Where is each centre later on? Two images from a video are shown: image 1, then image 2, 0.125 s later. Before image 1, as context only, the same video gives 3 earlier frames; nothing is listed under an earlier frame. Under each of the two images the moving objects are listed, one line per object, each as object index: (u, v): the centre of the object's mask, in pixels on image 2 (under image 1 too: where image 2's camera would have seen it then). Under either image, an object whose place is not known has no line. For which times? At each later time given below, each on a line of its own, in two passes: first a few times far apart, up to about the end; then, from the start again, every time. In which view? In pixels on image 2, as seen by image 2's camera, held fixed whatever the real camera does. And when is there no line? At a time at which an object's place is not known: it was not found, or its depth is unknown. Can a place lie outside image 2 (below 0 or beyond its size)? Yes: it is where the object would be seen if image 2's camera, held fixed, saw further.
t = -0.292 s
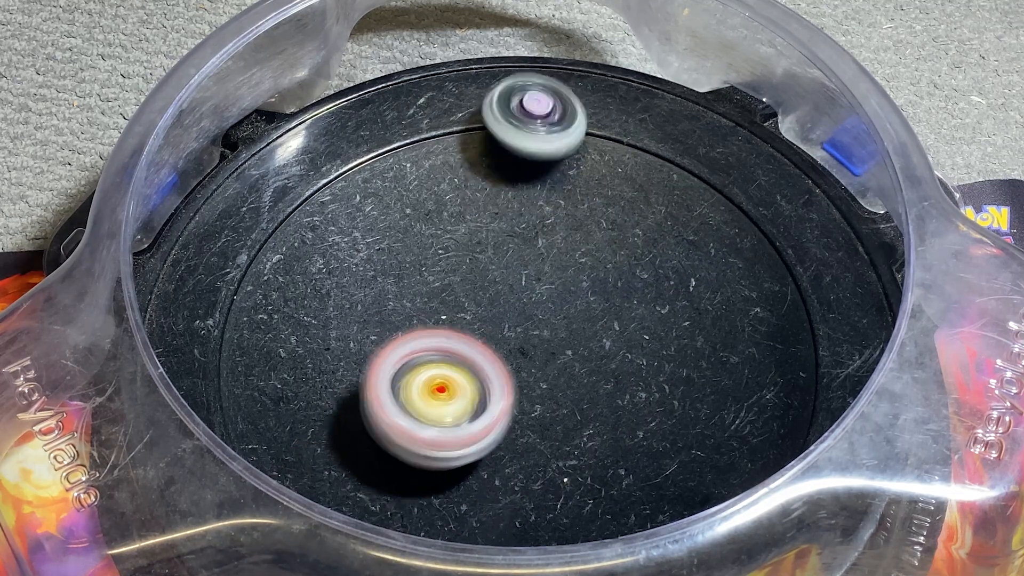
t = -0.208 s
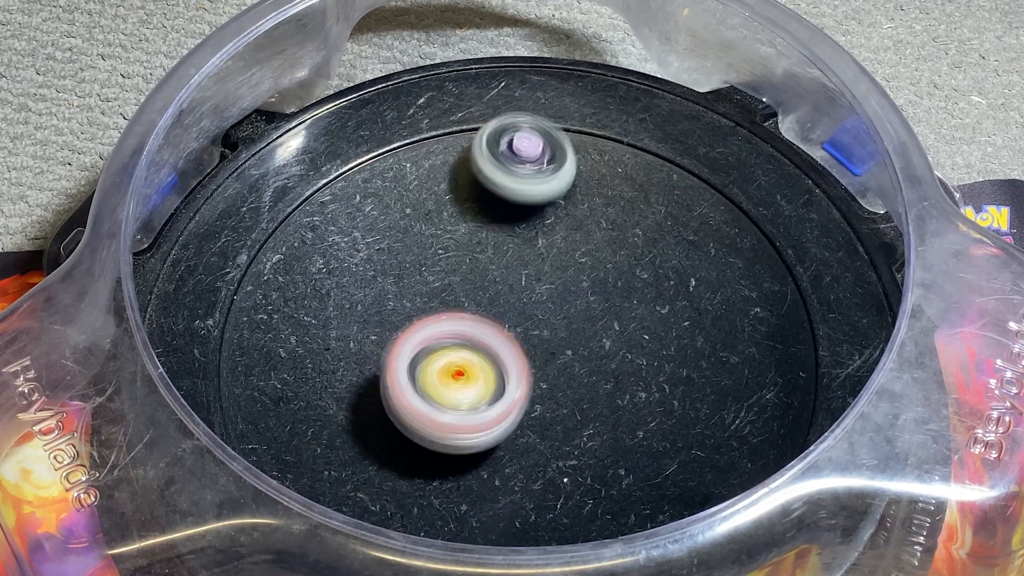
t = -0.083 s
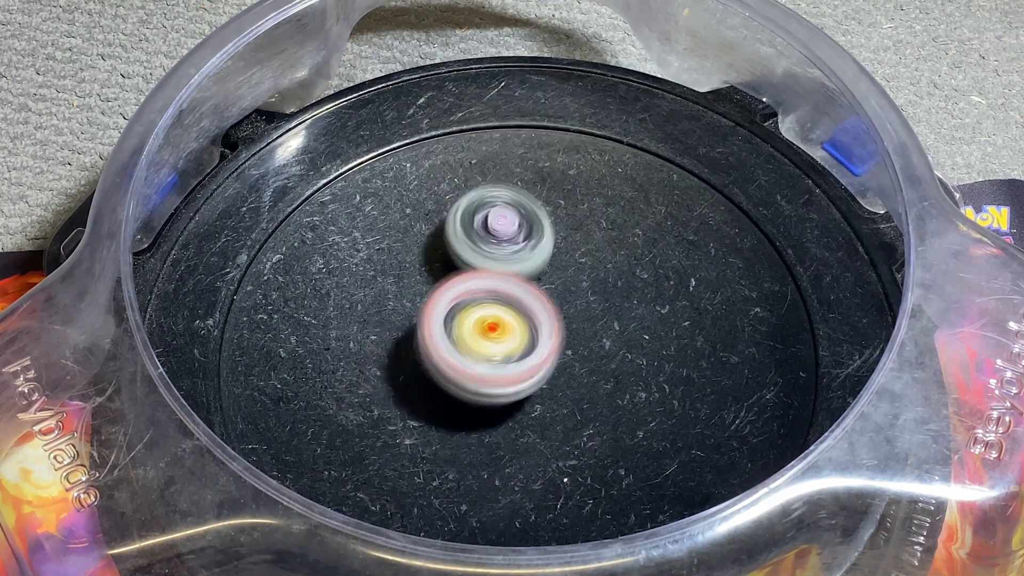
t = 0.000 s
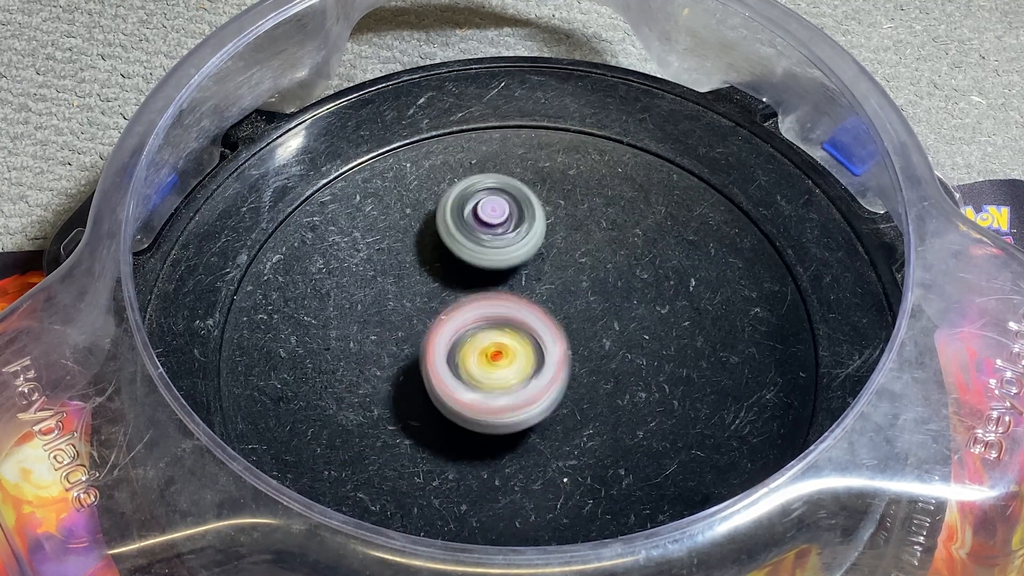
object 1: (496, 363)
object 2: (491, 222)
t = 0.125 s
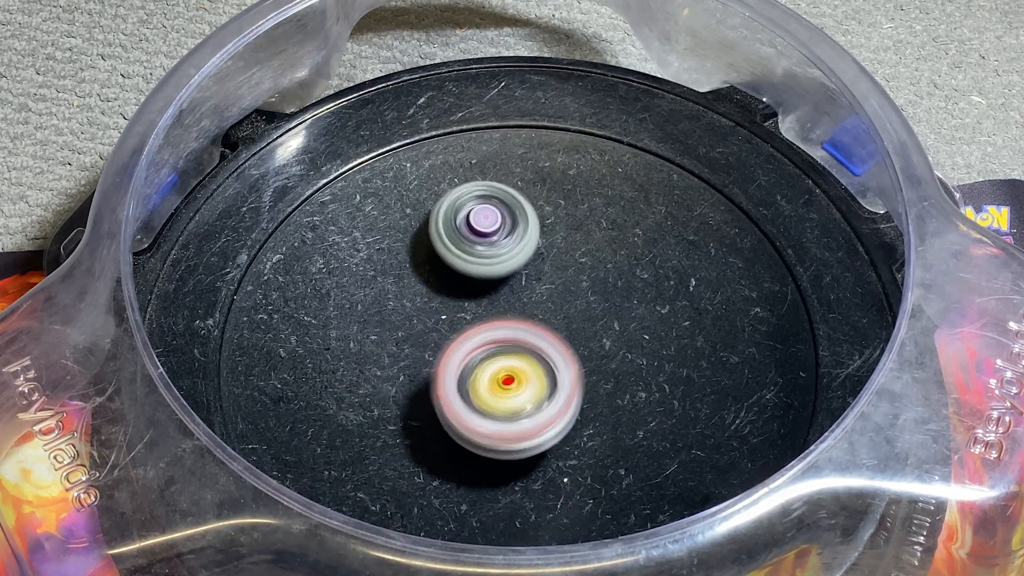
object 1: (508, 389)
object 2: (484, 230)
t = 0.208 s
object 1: (516, 385)
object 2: (482, 239)
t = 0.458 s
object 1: (550, 361)
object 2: (488, 270)
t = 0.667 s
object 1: (579, 394)
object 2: (484, 264)
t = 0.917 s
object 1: (582, 375)
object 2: (487, 307)
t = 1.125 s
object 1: (641, 424)
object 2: (460, 289)
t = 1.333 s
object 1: (643, 399)
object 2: (456, 323)
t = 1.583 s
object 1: (594, 370)
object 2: (457, 361)
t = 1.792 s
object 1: (598, 359)
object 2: (418, 370)
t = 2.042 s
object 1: (557, 338)
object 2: (423, 381)
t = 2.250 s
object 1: (649, 284)
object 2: (336, 368)
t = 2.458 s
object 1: (614, 196)
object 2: (366, 368)
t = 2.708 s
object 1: (511, 210)
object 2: (429, 366)
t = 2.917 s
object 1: (478, 231)
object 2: (478, 411)
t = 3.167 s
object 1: (465, 243)
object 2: (536, 427)
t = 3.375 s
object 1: (466, 268)
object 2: (561, 428)
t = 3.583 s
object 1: (474, 302)
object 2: (569, 426)
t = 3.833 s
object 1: (484, 324)
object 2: (572, 426)
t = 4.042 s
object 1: (383, 208)
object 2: (607, 490)
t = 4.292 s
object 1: (347, 224)
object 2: (599, 437)
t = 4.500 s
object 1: (364, 258)
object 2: (589, 389)
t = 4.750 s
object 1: (455, 322)
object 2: (638, 345)
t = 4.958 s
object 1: (478, 337)
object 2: (657, 328)
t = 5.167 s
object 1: (513, 355)
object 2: (654, 321)
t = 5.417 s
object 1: (510, 370)
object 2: (644, 334)
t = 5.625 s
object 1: (454, 391)
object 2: (627, 337)
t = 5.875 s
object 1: (413, 402)
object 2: (570, 330)
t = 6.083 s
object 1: (427, 392)
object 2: (527, 316)
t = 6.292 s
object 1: (388, 401)
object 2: (610, 220)
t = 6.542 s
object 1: (428, 398)
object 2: (624, 193)
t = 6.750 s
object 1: (526, 332)
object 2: (610, 220)
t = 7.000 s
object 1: (520, 304)
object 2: (623, 233)
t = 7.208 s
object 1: (496, 316)
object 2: (592, 255)
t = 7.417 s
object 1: (456, 333)
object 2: (553, 257)
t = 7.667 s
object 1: (453, 338)
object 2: (519, 248)
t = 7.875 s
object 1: (460, 340)
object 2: (513, 242)
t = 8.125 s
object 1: (491, 345)
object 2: (524, 249)
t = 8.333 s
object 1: (538, 362)
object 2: (522, 259)
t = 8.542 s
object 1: (569, 363)
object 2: (500, 278)
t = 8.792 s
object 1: (577, 357)
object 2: (474, 284)
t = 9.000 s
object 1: (576, 347)
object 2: (465, 277)
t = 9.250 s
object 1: (570, 331)
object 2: (472, 276)
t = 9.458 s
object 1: (588, 353)
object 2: (471, 281)
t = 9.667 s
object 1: (600, 368)
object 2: (464, 299)
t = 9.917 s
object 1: (582, 361)
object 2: (450, 311)
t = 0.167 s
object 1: (511, 388)
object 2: (483, 234)
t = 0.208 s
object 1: (516, 385)
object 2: (482, 239)
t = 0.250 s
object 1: (521, 382)
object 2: (482, 243)
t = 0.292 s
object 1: (528, 377)
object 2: (483, 249)
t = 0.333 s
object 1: (533, 374)
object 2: (484, 254)
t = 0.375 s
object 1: (539, 370)
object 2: (486, 260)
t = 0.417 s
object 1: (544, 365)
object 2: (488, 265)
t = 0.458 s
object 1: (550, 361)
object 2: (488, 270)
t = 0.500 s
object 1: (554, 357)
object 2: (490, 275)
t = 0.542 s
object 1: (563, 369)
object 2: (489, 273)
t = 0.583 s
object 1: (573, 385)
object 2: (483, 263)
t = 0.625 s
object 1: (578, 392)
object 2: (482, 260)
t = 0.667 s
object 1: (579, 394)
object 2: (484, 264)
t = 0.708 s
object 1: (580, 392)
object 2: (485, 269)
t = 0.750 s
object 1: (581, 388)
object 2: (486, 277)
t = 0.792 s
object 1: (582, 384)
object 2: (486, 283)
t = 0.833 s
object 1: (582, 381)
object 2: (487, 293)
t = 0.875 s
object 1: (582, 377)
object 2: (488, 299)
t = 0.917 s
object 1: (582, 375)
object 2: (487, 307)
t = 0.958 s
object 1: (581, 376)
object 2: (486, 311)
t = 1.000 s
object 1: (595, 394)
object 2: (476, 300)
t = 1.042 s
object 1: (613, 411)
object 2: (467, 291)
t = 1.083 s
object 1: (628, 420)
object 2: (460, 287)
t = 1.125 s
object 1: (641, 424)
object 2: (460, 289)
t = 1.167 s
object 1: (650, 423)
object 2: (461, 294)
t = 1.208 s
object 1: (654, 419)
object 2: (459, 301)
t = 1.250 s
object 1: (652, 413)
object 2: (459, 307)
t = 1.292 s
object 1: (648, 406)
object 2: (457, 316)
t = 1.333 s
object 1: (643, 399)
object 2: (456, 323)
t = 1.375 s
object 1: (636, 393)
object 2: (456, 331)
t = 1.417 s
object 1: (629, 388)
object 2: (456, 337)
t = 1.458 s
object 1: (622, 383)
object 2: (456, 344)
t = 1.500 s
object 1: (613, 378)
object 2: (456, 350)
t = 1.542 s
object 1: (604, 374)
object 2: (458, 355)
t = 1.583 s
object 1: (594, 370)
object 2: (457, 361)
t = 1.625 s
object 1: (588, 366)
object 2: (453, 364)
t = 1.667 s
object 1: (603, 367)
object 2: (431, 363)
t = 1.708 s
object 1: (605, 365)
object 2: (421, 364)
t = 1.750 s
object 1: (602, 363)
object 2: (419, 366)
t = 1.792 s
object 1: (598, 359)
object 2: (418, 370)
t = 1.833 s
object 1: (591, 355)
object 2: (417, 373)
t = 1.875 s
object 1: (585, 352)
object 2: (417, 376)
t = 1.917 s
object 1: (578, 348)
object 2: (417, 377)
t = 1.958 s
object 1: (571, 345)
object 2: (419, 379)
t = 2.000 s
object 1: (565, 341)
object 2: (421, 380)
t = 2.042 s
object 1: (557, 338)
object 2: (423, 381)
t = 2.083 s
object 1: (550, 335)
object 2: (426, 381)
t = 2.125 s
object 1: (562, 329)
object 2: (411, 379)
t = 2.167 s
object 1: (603, 321)
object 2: (372, 378)
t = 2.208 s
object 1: (632, 305)
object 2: (346, 374)
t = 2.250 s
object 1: (649, 284)
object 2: (336, 368)
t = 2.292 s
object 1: (655, 261)
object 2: (337, 365)
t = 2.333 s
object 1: (653, 240)
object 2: (343, 366)
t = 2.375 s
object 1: (644, 221)
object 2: (350, 367)
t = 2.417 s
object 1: (631, 207)
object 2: (357, 367)
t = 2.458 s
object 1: (614, 196)
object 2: (366, 368)
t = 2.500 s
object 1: (594, 189)
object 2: (375, 367)
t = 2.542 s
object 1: (573, 187)
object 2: (385, 367)
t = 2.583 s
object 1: (553, 189)
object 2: (396, 368)
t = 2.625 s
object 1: (538, 194)
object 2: (408, 366)
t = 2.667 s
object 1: (524, 202)
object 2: (418, 366)
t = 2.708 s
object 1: (511, 210)
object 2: (429, 366)
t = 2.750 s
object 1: (499, 221)
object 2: (441, 364)
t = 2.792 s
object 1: (486, 232)
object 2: (451, 364)
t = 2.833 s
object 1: (477, 244)
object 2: (463, 365)
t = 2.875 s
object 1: (476, 234)
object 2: (470, 390)
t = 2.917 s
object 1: (478, 231)
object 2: (478, 411)
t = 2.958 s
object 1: (474, 232)
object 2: (488, 422)
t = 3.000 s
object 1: (472, 233)
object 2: (499, 426)
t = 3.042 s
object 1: (469, 234)
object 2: (508, 427)
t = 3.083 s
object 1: (468, 236)
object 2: (518, 426)
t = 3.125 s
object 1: (466, 240)
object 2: (527, 426)
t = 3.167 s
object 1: (465, 243)
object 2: (536, 427)
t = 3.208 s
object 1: (464, 248)
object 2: (542, 428)
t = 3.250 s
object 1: (463, 252)
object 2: (547, 428)
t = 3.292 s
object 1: (464, 257)
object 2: (553, 427)
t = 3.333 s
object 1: (464, 262)
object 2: (557, 428)
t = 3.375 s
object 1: (466, 268)
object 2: (561, 428)
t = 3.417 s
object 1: (466, 273)
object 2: (564, 427)
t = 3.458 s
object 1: (467, 278)
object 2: (567, 427)
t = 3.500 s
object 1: (469, 286)
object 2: (568, 427)
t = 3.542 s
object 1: (470, 292)
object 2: (569, 427)
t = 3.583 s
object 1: (474, 302)
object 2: (569, 426)
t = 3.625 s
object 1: (476, 311)
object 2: (569, 426)
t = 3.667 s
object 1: (480, 321)
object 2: (568, 424)
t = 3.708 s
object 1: (484, 329)
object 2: (567, 423)
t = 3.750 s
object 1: (482, 327)
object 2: (572, 426)
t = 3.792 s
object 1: (483, 327)
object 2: (571, 426)
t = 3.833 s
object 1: (484, 324)
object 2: (572, 426)
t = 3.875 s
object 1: (466, 286)
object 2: (591, 462)
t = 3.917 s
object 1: (449, 253)
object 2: (602, 486)
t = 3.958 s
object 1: (429, 232)
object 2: (605, 495)
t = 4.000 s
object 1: (407, 217)
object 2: (605, 494)
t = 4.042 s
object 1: (383, 208)
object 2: (607, 490)
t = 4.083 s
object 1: (366, 205)
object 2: (608, 485)
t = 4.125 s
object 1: (357, 207)
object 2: (608, 477)
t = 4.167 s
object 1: (351, 211)
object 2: (606, 468)
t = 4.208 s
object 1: (349, 215)
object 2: (604, 457)
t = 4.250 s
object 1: (348, 220)
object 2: (602, 447)
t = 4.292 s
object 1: (347, 224)
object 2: (599, 437)
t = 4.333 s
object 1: (347, 230)
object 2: (597, 428)
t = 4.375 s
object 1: (348, 235)
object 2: (595, 418)
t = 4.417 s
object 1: (351, 242)
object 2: (594, 409)
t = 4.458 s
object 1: (355, 248)
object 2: (591, 399)
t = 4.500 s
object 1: (364, 258)
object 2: (589, 389)
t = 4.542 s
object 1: (376, 271)
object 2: (588, 378)
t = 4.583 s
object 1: (394, 285)
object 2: (586, 370)
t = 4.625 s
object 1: (418, 301)
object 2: (585, 361)
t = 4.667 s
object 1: (448, 316)
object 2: (584, 353)
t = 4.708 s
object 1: (453, 322)
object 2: (610, 349)
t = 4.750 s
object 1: (455, 322)
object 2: (638, 345)
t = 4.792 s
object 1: (459, 325)
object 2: (653, 341)
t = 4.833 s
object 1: (464, 327)
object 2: (659, 338)
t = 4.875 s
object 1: (468, 331)
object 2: (660, 335)
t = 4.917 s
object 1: (473, 334)
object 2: (659, 332)
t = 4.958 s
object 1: (478, 337)
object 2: (657, 328)
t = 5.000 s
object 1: (484, 341)
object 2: (657, 325)
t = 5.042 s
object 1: (491, 344)
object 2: (656, 323)
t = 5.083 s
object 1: (499, 348)
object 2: (655, 321)
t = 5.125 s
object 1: (507, 352)
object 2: (655, 321)
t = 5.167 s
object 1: (513, 355)
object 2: (654, 321)
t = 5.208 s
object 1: (519, 358)
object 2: (652, 322)
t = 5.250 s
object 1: (525, 360)
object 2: (651, 324)
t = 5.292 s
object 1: (530, 362)
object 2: (649, 326)
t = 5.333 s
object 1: (533, 363)
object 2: (647, 328)
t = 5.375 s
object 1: (520, 366)
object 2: (649, 330)
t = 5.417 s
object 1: (510, 370)
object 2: (644, 334)
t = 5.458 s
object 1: (508, 372)
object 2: (637, 338)
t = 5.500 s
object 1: (507, 374)
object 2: (630, 340)
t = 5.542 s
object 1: (498, 377)
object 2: (626, 341)
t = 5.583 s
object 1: (474, 384)
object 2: (631, 337)
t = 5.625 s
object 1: (454, 391)
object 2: (627, 337)
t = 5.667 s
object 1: (437, 397)
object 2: (618, 337)
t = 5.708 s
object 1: (424, 402)
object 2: (609, 336)
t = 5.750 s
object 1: (416, 403)
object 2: (600, 335)
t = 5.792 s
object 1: (412, 403)
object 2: (590, 334)
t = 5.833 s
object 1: (412, 402)
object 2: (580, 333)
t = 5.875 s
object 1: (413, 402)
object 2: (570, 330)
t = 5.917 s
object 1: (415, 401)
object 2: (561, 327)
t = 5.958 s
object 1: (417, 400)
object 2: (551, 325)
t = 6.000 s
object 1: (420, 398)
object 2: (542, 322)
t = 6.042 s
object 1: (423, 396)
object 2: (535, 319)
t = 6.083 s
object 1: (427, 392)
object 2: (527, 316)
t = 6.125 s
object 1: (432, 388)
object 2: (522, 312)
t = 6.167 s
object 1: (440, 380)
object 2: (520, 306)
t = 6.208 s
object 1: (413, 393)
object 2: (551, 275)
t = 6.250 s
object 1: (392, 401)
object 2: (585, 243)
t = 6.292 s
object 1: (388, 401)
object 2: (610, 220)
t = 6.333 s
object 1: (393, 402)
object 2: (626, 206)
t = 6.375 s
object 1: (397, 402)
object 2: (634, 198)
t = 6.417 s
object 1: (403, 403)
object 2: (635, 194)
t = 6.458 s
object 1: (409, 402)
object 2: (632, 191)
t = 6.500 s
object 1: (416, 402)
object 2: (628, 190)
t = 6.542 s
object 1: (428, 398)
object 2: (624, 193)
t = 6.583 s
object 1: (445, 391)
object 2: (621, 196)
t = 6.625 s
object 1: (464, 381)
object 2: (618, 201)
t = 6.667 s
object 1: (485, 367)
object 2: (615, 207)
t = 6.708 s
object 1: (506, 351)
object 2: (612, 214)
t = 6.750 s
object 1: (526, 332)
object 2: (610, 220)
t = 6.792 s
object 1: (542, 312)
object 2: (611, 222)
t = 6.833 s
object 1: (544, 298)
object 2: (619, 220)
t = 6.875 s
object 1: (539, 300)
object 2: (622, 219)
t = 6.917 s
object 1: (535, 299)
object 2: (624, 224)
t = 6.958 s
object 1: (535, 297)
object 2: (623, 231)
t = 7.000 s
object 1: (520, 304)
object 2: (623, 233)
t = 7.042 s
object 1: (509, 310)
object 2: (623, 237)
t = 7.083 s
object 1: (503, 312)
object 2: (616, 243)
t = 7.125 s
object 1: (502, 313)
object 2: (608, 248)
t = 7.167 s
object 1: (499, 315)
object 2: (600, 252)
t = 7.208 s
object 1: (496, 316)
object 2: (592, 255)
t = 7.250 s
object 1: (487, 321)
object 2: (584, 255)
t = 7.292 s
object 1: (478, 324)
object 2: (577, 256)
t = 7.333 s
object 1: (470, 327)
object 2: (570, 257)
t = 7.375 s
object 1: (463, 330)
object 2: (561, 257)
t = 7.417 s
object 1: (456, 333)
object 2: (553, 257)
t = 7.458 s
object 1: (455, 333)
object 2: (545, 256)
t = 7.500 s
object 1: (454, 334)
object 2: (538, 254)
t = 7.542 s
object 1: (453, 335)
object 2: (533, 252)
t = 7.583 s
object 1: (452, 336)
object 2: (527, 250)
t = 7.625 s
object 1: (453, 337)
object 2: (523, 249)
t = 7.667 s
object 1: (453, 338)
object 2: (519, 248)
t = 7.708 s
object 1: (454, 339)
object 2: (517, 246)
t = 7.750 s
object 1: (455, 339)
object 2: (514, 244)
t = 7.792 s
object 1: (456, 339)
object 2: (513, 243)
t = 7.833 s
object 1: (458, 339)
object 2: (512, 243)
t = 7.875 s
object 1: (460, 340)
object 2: (513, 242)
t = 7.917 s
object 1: (463, 340)
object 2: (514, 241)
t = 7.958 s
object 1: (466, 341)
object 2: (516, 242)
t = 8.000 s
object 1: (469, 342)
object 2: (519, 244)
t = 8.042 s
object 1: (473, 342)
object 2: (522, 245)
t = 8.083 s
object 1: (480, 343)
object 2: (524, 246)
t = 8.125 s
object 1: (491, 345)
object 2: (524, 249)
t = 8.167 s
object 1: (503, 345)
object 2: (524, 251)
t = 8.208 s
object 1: (510, 356)
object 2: (526, 249)
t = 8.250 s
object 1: (518, 360)
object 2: (526, 249)
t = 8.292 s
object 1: (528, 362)
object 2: (525, 254)
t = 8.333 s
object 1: (538, 362)
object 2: (522, 259)
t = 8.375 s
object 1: (546, 364)
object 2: (517, 264)
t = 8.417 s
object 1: (554, 364)
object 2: (514, 269)
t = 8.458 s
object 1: (562, 364)
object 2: (509, 273)
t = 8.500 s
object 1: (566, 364)
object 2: (505, 276)
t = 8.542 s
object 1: (569, 363)
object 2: (500, 278)
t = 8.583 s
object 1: (571, 362)
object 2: (496, 281)
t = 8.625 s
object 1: (574, 361)
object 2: (491, 282)
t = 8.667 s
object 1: (575, 360)
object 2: (486, 283)
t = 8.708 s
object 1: (576, 359)
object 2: (482, 283)
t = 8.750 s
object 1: (576, 358)
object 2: (478, 284)
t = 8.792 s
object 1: (577, 357)
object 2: (474, 284)
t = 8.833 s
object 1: (577, 355)
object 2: (472, 283)
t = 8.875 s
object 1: (577, 354)
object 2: (469, 282)
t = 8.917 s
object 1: (577, 352)
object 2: (467, 281)
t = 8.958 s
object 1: (577, 350)
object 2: (466, 279)
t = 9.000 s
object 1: (576, 347)
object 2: (465, 277)
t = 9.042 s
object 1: (575, 345)
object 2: (465, 276)
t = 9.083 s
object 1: (574, 343)
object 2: (467, 274)
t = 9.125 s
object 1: (574, 341)
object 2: (468, 274)
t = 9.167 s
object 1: (573, 338)
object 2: (470, 274)
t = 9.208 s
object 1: (572, 336)
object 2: (472, 275)
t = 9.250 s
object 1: (570, 331)
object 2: (472, 276)
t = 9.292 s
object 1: (571, 330)
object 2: (470, 275)
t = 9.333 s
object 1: (571, 334)
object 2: (473, 275)
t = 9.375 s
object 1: (571, 336)
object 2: (474, 278)
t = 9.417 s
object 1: (577, 345)
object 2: (471, 278)
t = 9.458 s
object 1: (588, 353)
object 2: (471, 281)
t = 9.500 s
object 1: (597, 360)
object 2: (470, 286)
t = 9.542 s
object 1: (600, 363)
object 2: (468, 289)
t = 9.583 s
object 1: (600, 367)
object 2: (467, 292)
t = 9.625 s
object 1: (601, 369)
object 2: (465, 296)
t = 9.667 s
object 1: (600, 368)
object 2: (464, 299)
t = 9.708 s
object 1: (600, 367)
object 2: (461, 301)
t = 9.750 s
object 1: (600, 367)
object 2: (459, 303)
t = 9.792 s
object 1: (598, 366)
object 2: (457, 306)
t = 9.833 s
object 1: (595, 365)
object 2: (454, 308)
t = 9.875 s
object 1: (590, 363)
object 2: (452, 310)
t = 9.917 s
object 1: (582, 361)
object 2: (450, 311)
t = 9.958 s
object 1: (571, 357)
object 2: (446, 312)
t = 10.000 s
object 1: (556, 353)
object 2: (442, 312)
